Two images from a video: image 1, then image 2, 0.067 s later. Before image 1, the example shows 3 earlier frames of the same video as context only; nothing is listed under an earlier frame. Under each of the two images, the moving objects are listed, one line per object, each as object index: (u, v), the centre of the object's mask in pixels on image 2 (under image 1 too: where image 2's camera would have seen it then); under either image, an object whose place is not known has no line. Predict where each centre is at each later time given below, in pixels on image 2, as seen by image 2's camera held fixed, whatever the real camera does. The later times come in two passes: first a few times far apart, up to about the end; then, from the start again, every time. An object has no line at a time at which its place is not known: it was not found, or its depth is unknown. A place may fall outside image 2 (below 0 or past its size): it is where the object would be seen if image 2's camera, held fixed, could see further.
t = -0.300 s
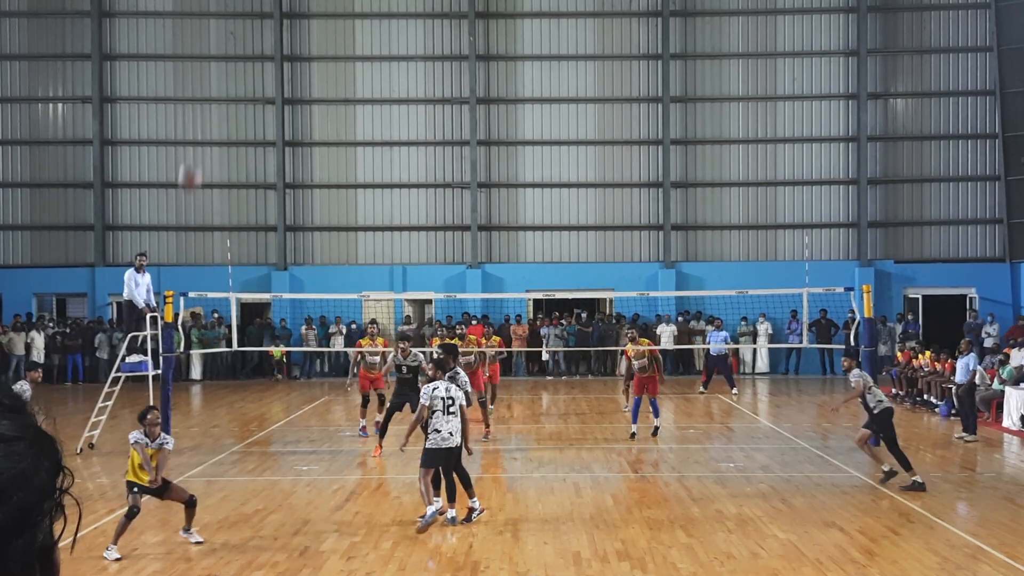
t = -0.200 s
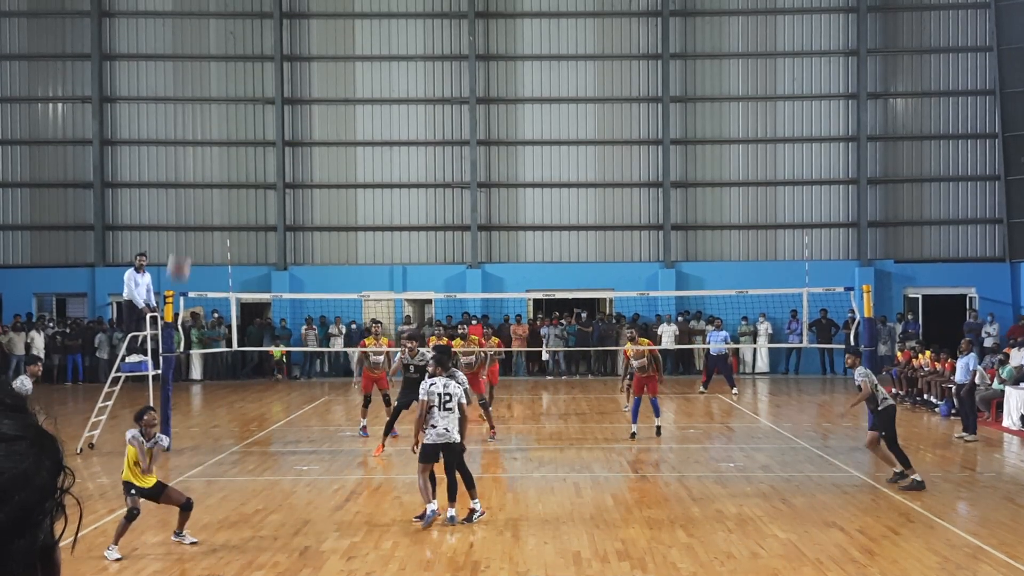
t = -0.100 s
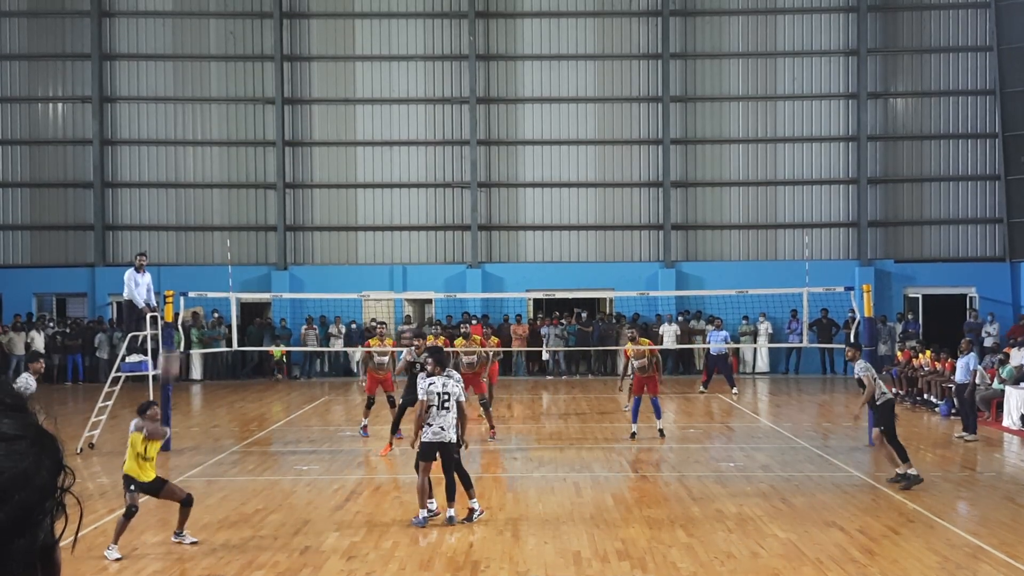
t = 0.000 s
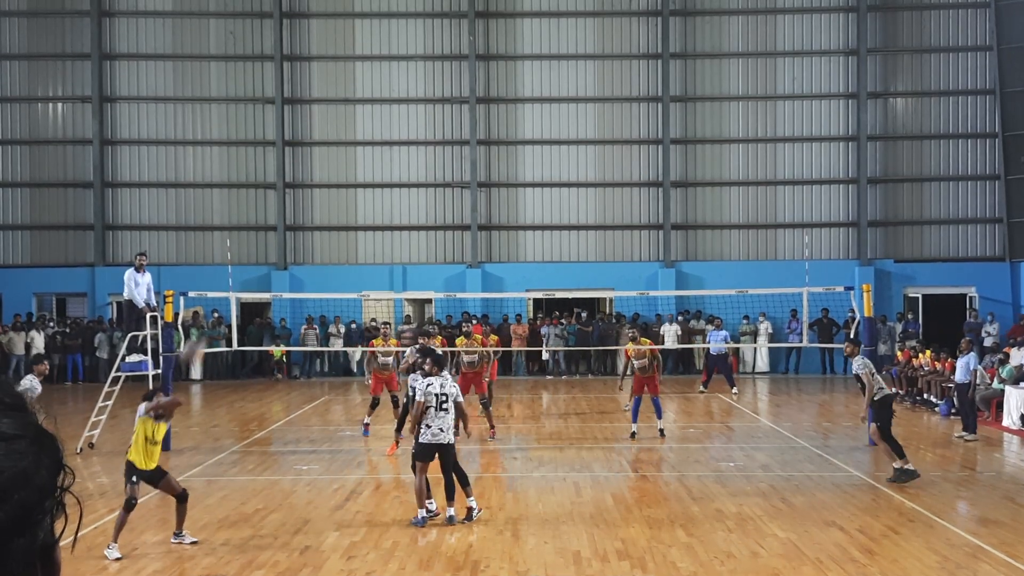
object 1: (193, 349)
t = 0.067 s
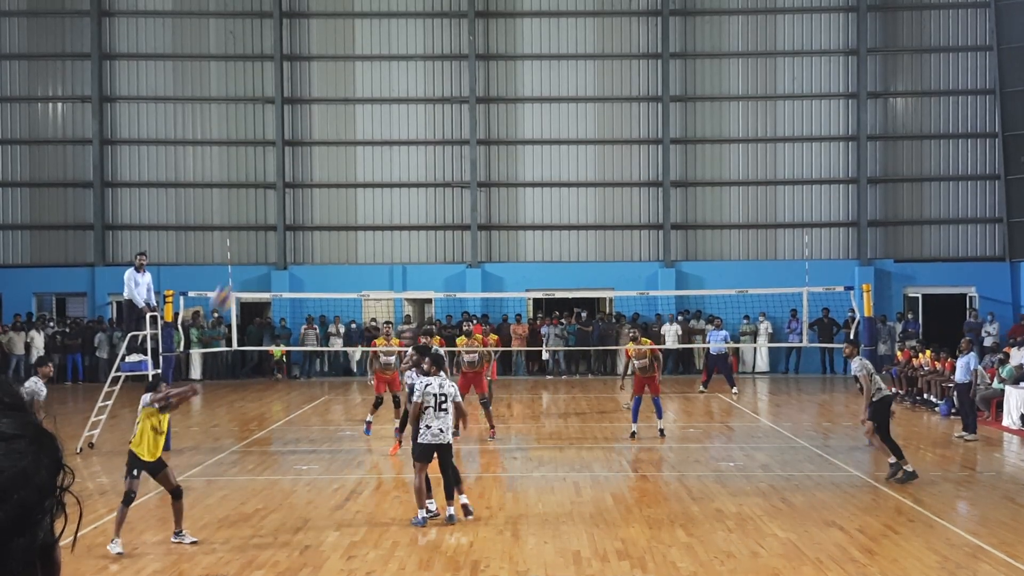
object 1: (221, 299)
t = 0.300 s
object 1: (318, 163)
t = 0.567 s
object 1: (411, 93)
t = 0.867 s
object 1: (501, 94)
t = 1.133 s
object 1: (566, 154)
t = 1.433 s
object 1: (628, 273)
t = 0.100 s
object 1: (237, 274)
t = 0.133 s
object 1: (251, 251)
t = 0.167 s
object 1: (265, 229)
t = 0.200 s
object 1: (280, 211)
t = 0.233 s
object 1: (293, 193)
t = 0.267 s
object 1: (305, 178)
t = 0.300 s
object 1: (318, 163)
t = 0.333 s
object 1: (331, 149)
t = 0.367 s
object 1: (343, 138)
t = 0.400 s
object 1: (355, 128)
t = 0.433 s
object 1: (367, 119)
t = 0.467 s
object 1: (378, 110)
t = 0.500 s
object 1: (389, 104)
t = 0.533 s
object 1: (400, 98)
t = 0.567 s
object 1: (411, 93)
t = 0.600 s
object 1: (421, 90)
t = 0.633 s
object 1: (432, 87)
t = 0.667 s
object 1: (442, 85)
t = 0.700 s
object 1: (452, 85)
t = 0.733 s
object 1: (462, 84)
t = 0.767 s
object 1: (472, 85)
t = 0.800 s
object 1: (481, 87)
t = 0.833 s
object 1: (492, 90)
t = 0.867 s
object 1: (501, 94)
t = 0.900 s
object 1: (509, 99)
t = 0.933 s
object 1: (518, 105)
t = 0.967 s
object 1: (525, 111)
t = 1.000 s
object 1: (534, 118)
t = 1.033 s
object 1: (542, 126)
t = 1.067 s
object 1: (551, 135)
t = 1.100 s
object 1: (558, 144)
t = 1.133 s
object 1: (566, 154)
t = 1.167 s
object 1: (573, 165)
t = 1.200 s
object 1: (581, 177)
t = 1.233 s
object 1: (588, 188)
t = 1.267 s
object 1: (597, 202)
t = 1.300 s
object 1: (603, 214)
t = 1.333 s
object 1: (609, 228)
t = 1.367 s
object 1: (616, 244)
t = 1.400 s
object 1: (622, 258)
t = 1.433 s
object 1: (628, 273)
